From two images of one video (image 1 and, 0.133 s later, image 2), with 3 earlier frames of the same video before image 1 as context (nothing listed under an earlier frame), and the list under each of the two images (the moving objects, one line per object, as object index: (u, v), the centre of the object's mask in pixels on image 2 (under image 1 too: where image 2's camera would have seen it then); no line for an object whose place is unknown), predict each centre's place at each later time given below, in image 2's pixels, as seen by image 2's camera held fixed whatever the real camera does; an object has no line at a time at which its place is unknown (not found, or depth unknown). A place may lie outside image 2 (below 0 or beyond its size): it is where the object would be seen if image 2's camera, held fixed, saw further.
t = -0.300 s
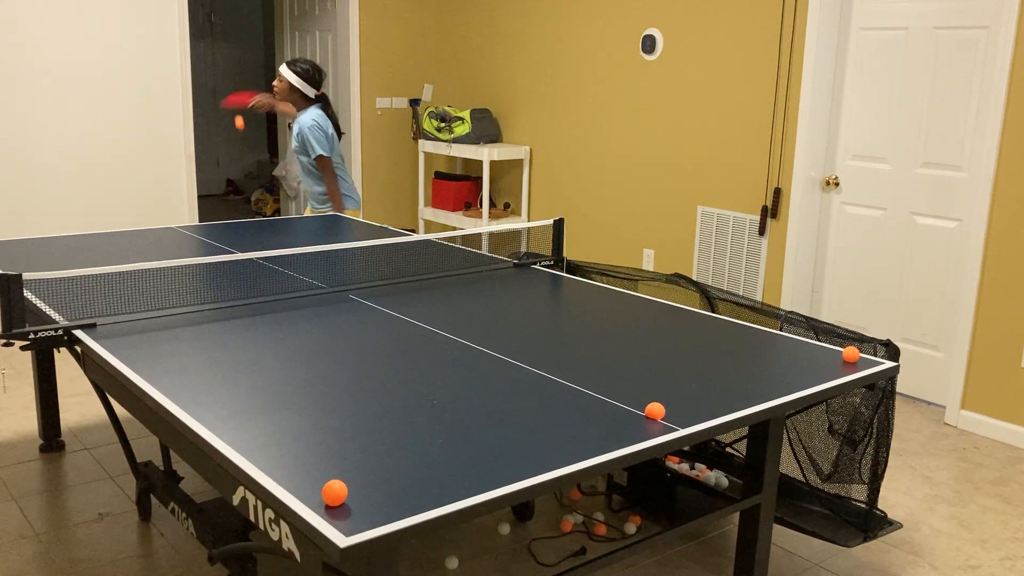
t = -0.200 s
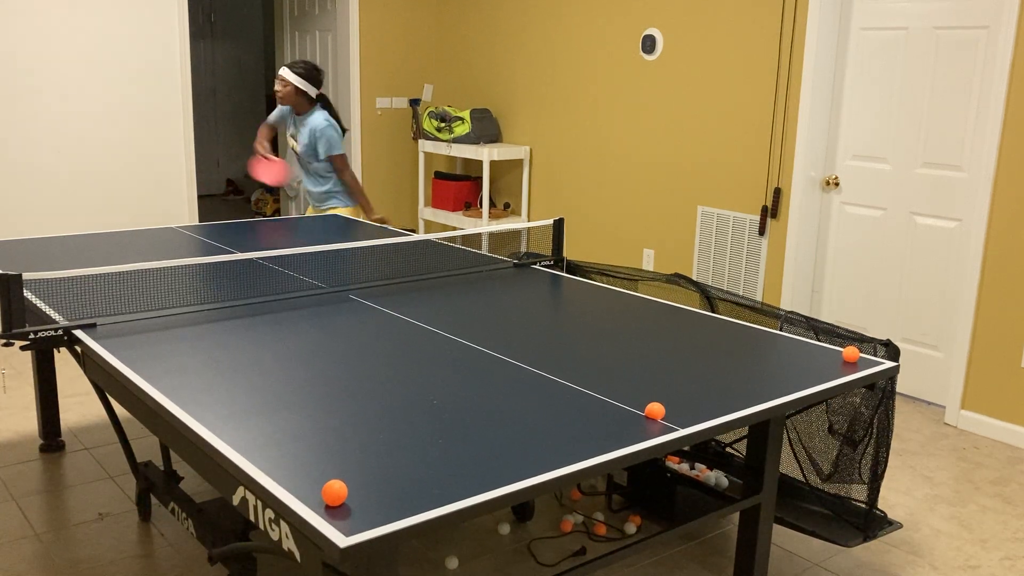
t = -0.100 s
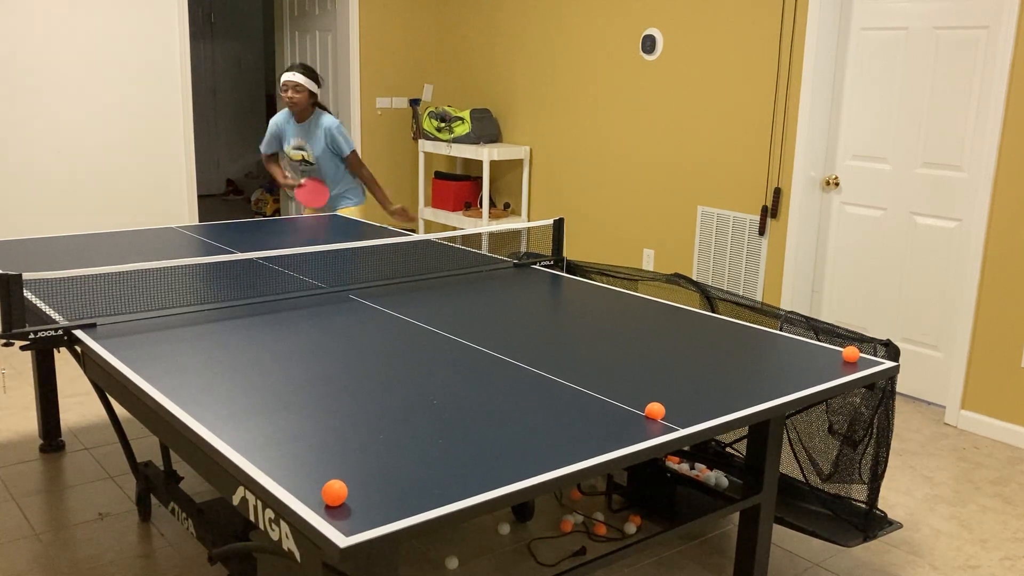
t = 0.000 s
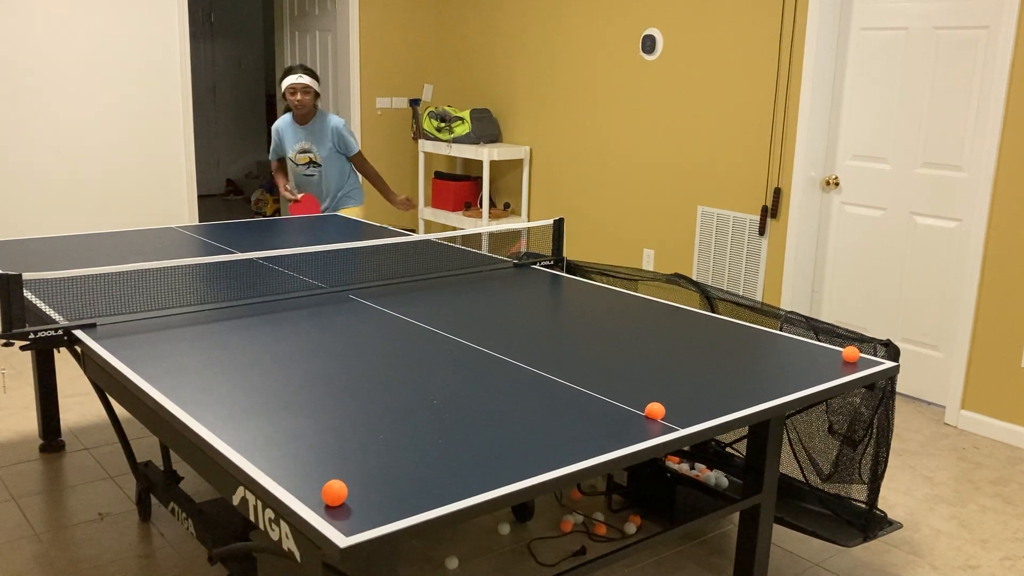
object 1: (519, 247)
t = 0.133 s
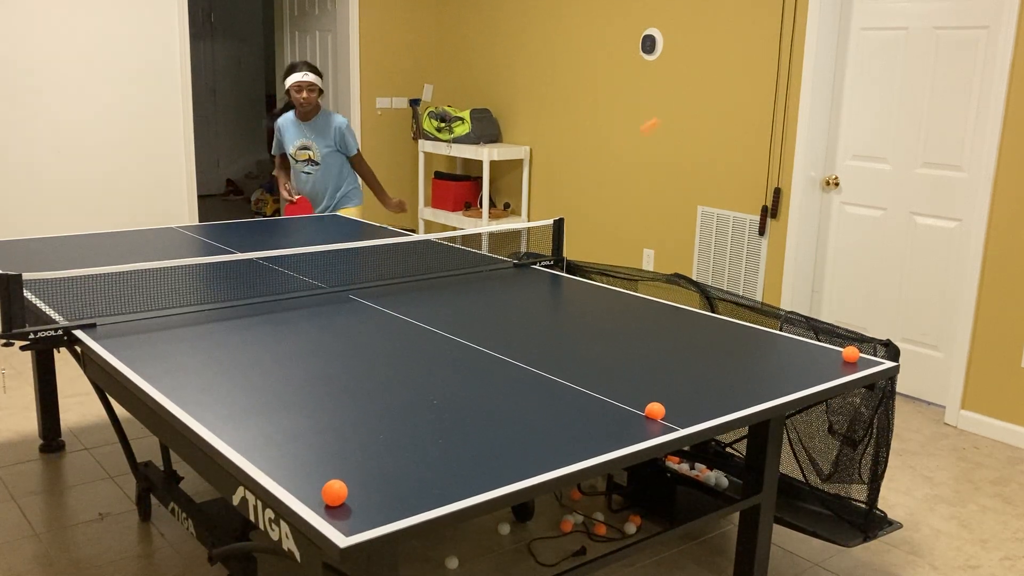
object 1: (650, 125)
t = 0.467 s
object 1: (1020, 28)
